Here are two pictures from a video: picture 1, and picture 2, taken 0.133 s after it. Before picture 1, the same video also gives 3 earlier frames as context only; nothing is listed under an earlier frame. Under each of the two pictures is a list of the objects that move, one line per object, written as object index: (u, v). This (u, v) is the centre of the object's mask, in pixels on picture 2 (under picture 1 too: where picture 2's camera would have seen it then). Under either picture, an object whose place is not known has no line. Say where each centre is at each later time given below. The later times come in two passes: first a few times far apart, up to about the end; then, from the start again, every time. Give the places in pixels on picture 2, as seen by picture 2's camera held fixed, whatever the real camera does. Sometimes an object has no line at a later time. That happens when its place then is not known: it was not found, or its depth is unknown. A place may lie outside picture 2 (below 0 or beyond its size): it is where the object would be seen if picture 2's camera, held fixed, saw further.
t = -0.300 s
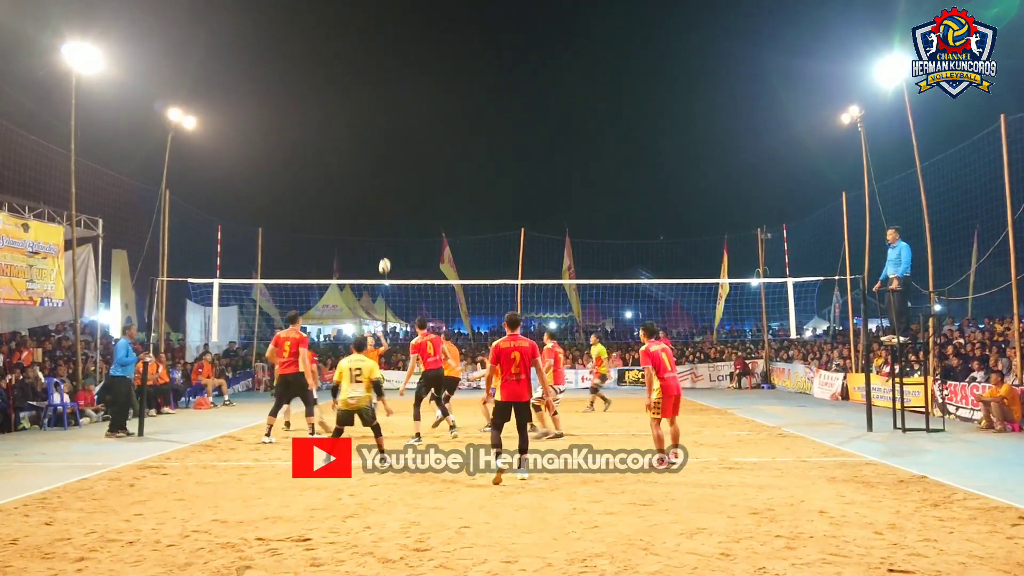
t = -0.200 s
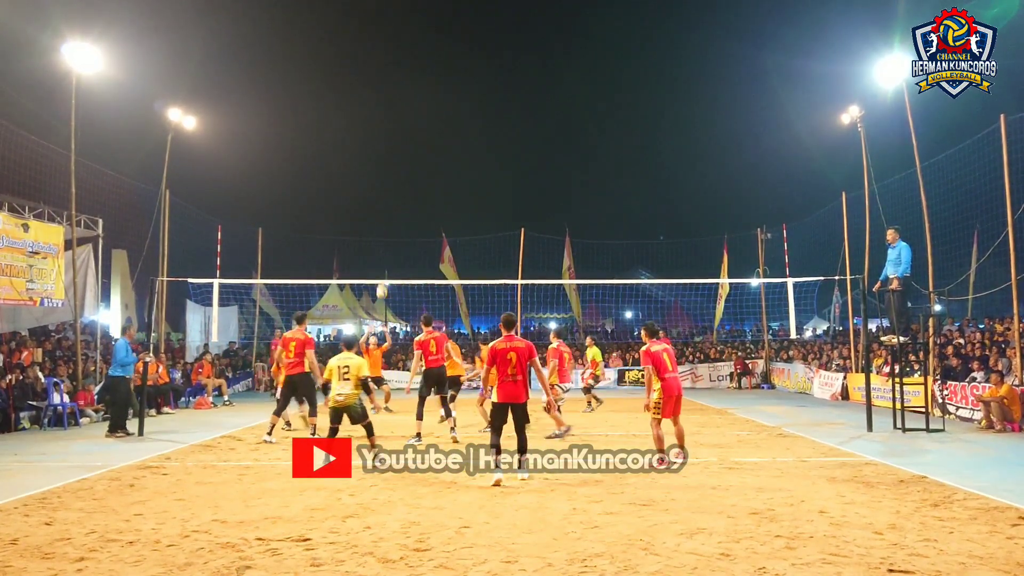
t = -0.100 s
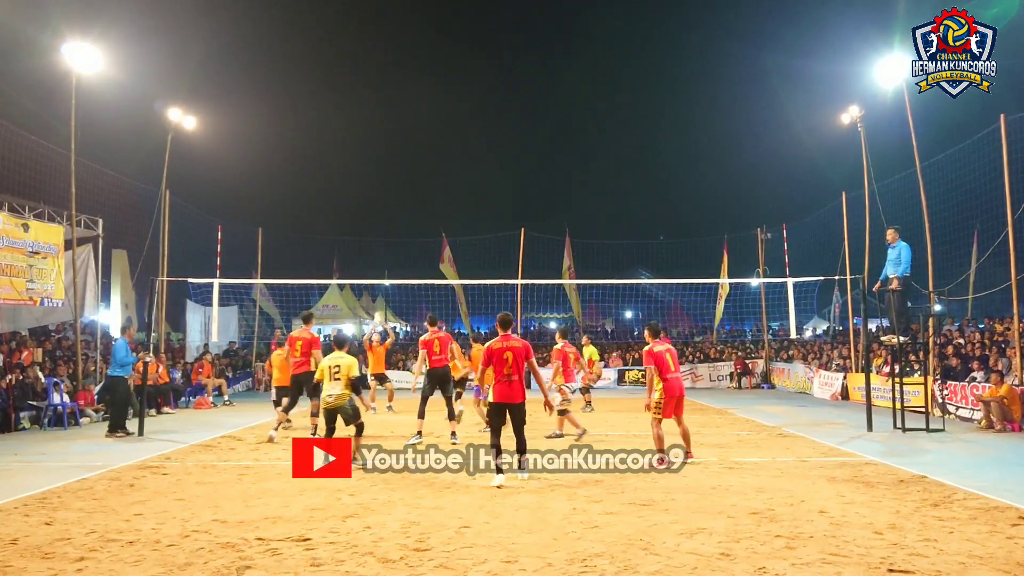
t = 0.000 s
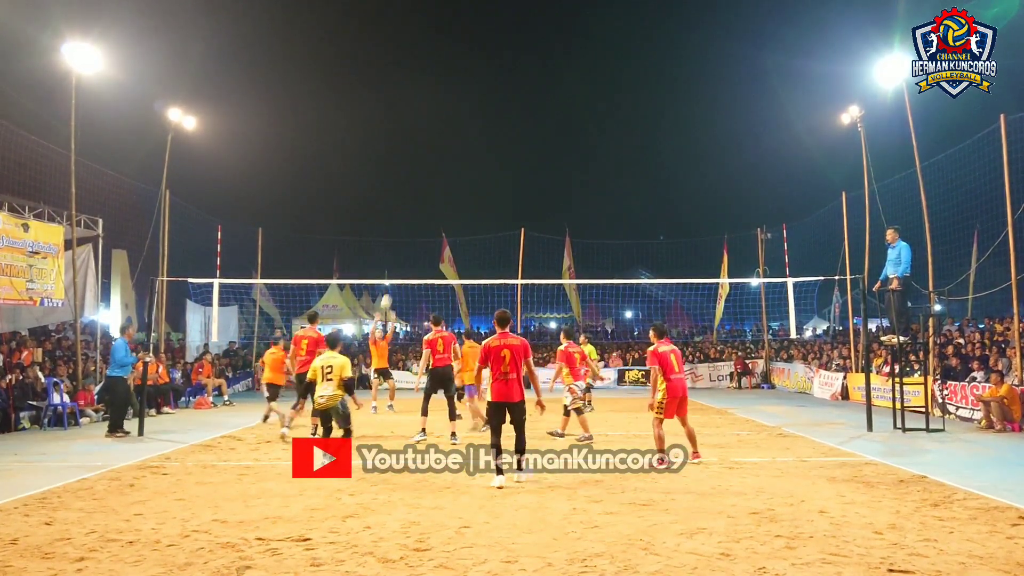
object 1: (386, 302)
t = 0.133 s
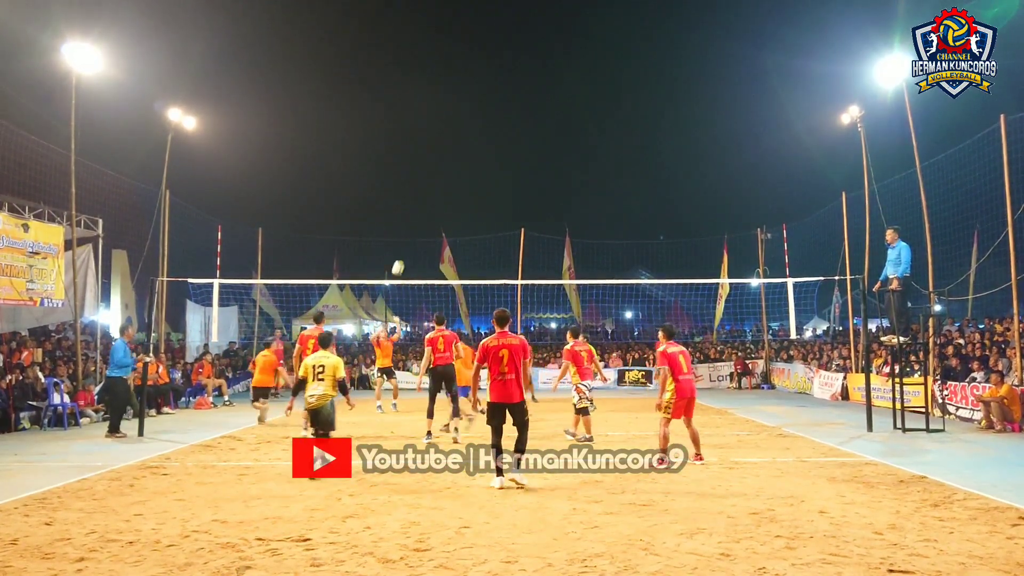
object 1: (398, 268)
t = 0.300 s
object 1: (414, 235)
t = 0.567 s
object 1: (441, 209)
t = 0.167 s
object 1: (401, 260)
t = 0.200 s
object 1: (404, 253)
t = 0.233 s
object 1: (407, 247)
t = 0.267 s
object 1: (411, 241)
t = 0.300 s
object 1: (414, 235)
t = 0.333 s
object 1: (417, 229)
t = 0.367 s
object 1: (421, 225)
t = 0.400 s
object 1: (424, 221)
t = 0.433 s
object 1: (427, 218)
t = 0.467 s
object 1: (431, 214)
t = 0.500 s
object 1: (434, 212)
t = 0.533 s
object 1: (437, 210)
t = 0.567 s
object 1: (441, 209)
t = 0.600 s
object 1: (444, 208)
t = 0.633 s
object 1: (448, 207)
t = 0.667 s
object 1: (451, 208)
